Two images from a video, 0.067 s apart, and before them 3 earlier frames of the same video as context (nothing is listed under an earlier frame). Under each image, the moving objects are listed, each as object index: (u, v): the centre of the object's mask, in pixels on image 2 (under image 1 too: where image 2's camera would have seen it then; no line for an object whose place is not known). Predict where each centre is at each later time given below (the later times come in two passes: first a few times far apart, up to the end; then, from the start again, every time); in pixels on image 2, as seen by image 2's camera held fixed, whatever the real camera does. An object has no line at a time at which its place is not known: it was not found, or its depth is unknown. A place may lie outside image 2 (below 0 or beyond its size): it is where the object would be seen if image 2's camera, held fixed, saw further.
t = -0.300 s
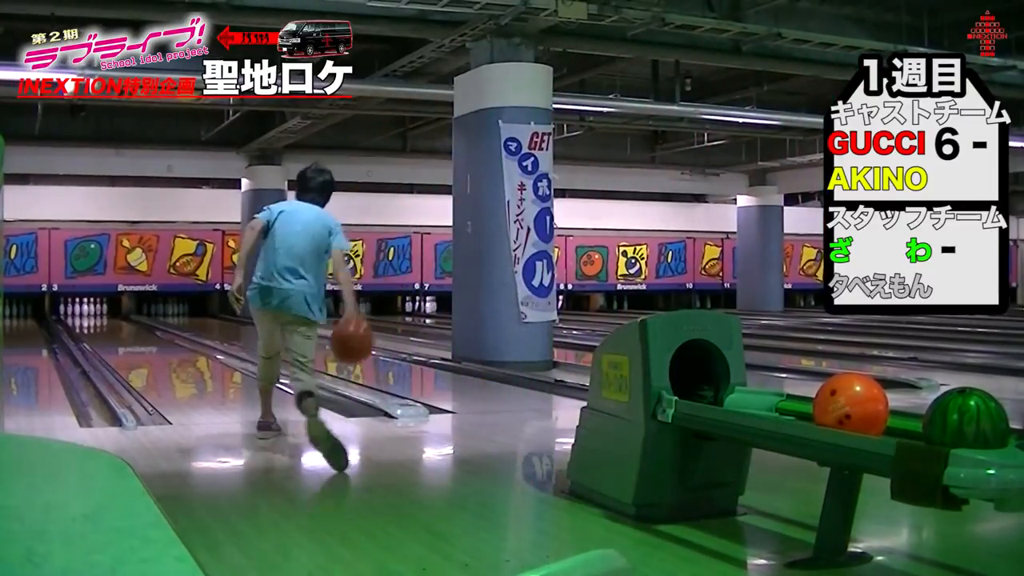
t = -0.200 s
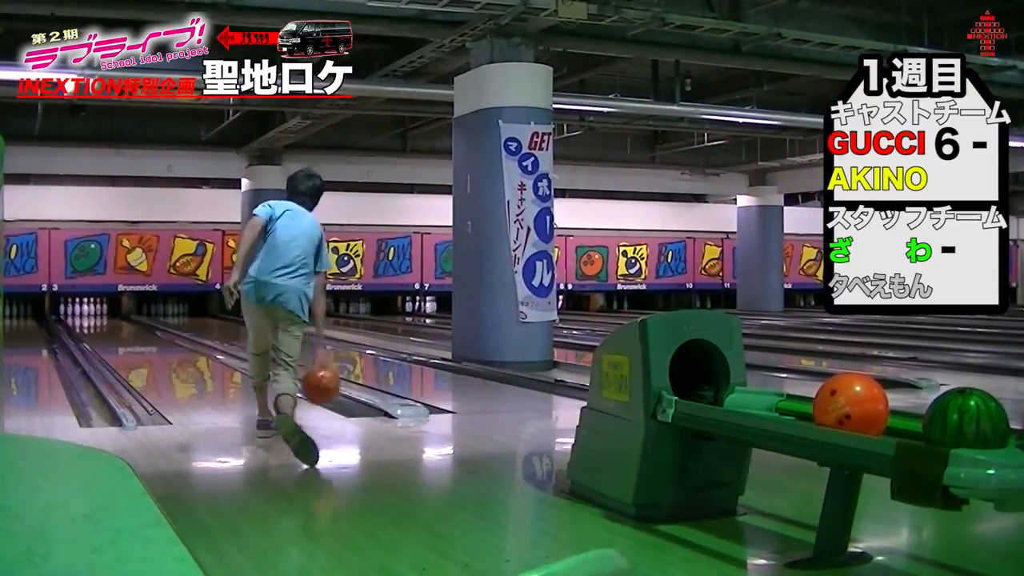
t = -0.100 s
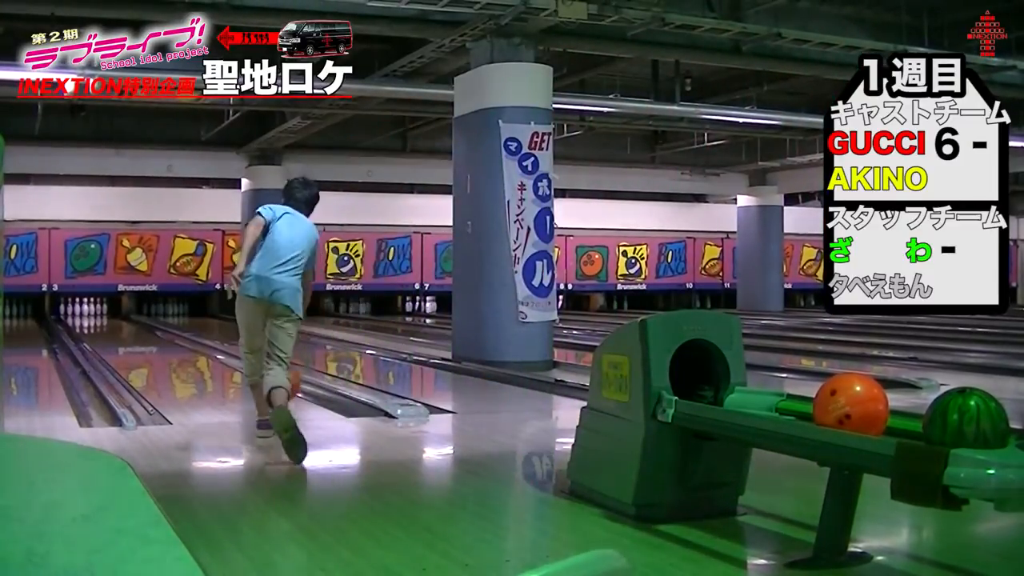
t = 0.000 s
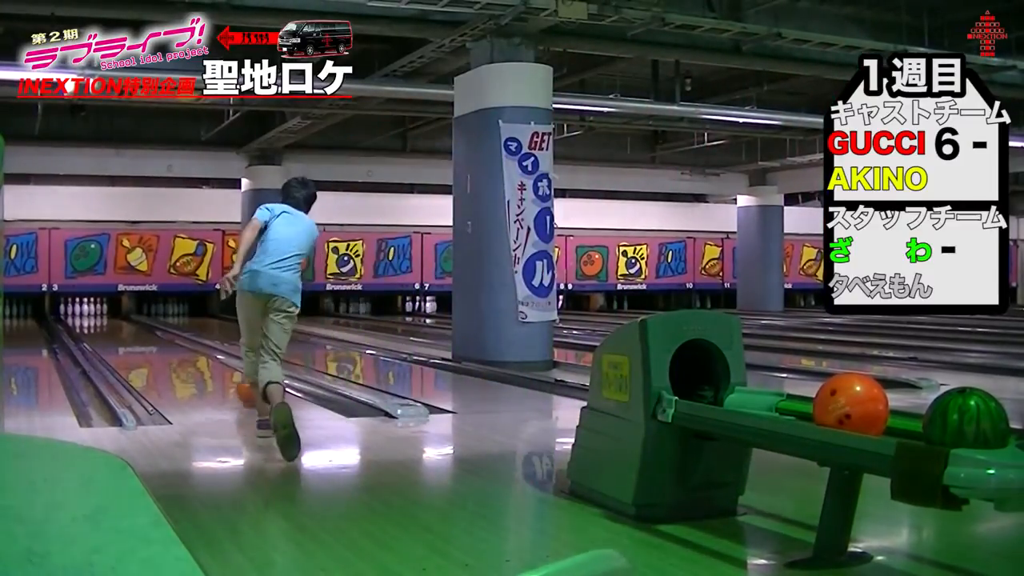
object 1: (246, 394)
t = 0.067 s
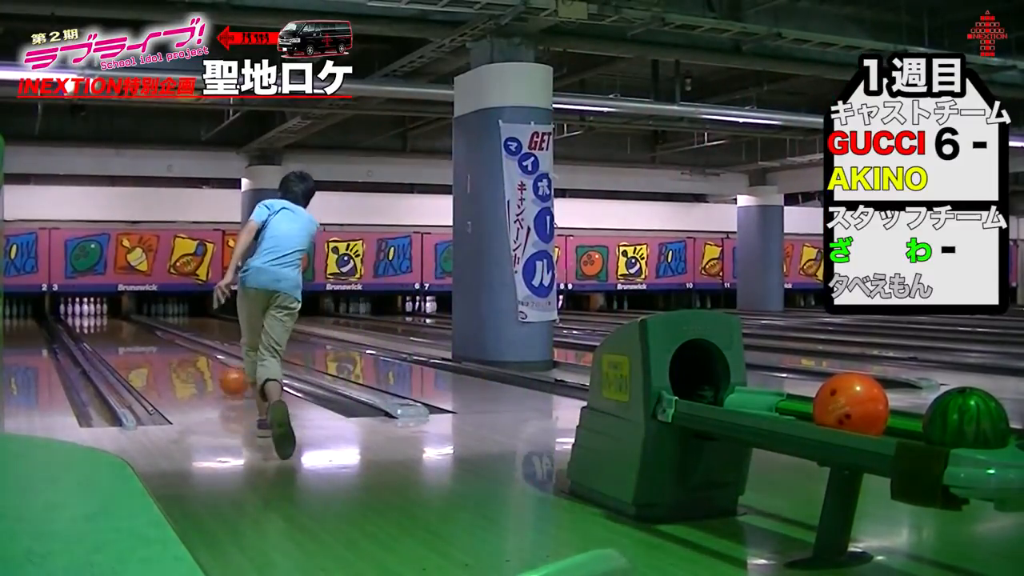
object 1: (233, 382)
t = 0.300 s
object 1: (186, 366)
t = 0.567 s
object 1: (148, 350)
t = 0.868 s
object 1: (118, 339)
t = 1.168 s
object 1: (98, 331)
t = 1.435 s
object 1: (83, 324)
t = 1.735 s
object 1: (70, 321)
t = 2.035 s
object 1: (59, 318)
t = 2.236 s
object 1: (56, 317)
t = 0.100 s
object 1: (226, 377)
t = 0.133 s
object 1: (219, 376)
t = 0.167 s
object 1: (212, 375)
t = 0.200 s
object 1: (205, 372)
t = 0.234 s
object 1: (199, 371)
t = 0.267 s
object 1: (192, 368)
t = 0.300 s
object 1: (186, 366)
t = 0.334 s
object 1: (180, 364)
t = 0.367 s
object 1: (175, 362)
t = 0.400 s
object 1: (170, 360)
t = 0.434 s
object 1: (165, 358)
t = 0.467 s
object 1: (161, 356)
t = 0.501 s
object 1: (156, 354)
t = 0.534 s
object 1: (152, 351)
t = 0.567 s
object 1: (148, 350)
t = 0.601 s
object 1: (144, 348)
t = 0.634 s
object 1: (141, 347)
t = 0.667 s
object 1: (138, 345)
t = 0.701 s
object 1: (135, 344)
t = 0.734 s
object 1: (131, 343)
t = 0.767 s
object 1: (128, 342)
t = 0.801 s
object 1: (126, 341)
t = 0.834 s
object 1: (121, 340)
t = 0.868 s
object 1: (118, 339)
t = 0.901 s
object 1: (117, 337)
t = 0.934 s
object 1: (115, 337)
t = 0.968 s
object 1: (112, 336)
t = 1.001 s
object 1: (110, 334)
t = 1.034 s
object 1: (108, 333)
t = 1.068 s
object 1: (106, 332)
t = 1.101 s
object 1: (104, 331)
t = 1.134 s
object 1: (101, 329)
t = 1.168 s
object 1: (98, 331)
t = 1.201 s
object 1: (97, 329)
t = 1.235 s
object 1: (94, 329)
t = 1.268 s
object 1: (92, 328)
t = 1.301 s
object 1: (90, 327)
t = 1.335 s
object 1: (89, 326)
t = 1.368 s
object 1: (89, 325)
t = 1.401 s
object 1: (86, 325)
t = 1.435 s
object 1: (83, 324)
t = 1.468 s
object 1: (82, 324)
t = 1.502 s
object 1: (81, 324)
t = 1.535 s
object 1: (79, 323)
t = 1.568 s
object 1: (78, 323)
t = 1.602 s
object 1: (76, 322)
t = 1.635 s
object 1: (77, 323)
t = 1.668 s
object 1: (72, 321)
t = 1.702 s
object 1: (72, 322)
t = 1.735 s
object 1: (70, 321)
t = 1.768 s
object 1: (69, 320)
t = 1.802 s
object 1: (69, 320)
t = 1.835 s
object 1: (69, 319)
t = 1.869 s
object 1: (64, 319)
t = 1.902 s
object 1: (62, 318)
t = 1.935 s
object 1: (60, 319)
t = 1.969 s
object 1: (59, 319)
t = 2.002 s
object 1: (59, 318)
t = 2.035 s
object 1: (59, 318)
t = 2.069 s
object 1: (59, 318)
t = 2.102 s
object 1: (59, 318)
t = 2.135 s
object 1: (59, 318)
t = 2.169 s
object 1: (58, 317)
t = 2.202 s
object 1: (58, 318)
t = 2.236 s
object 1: (56, 317)
